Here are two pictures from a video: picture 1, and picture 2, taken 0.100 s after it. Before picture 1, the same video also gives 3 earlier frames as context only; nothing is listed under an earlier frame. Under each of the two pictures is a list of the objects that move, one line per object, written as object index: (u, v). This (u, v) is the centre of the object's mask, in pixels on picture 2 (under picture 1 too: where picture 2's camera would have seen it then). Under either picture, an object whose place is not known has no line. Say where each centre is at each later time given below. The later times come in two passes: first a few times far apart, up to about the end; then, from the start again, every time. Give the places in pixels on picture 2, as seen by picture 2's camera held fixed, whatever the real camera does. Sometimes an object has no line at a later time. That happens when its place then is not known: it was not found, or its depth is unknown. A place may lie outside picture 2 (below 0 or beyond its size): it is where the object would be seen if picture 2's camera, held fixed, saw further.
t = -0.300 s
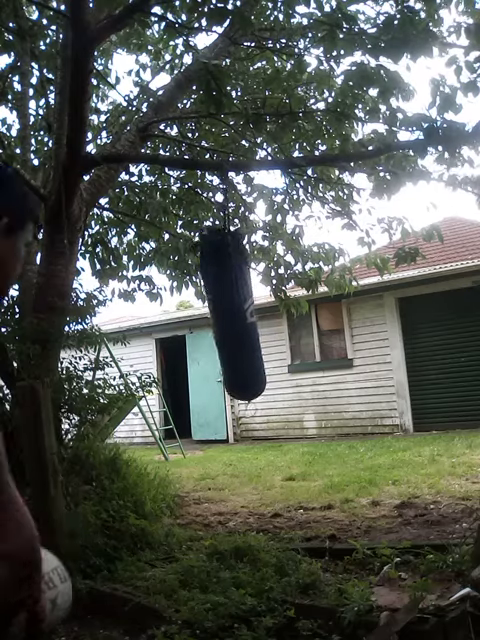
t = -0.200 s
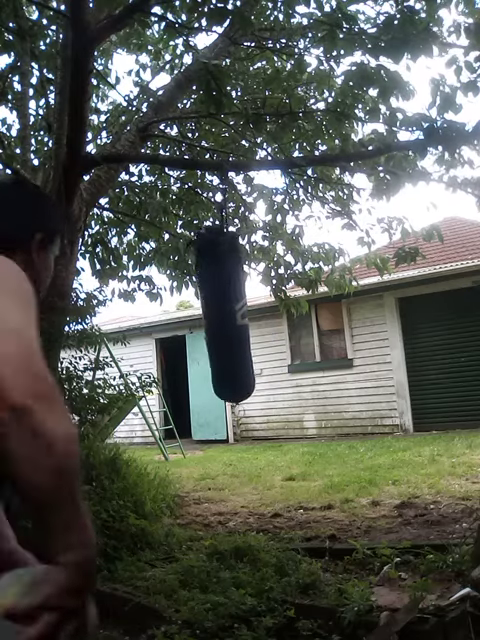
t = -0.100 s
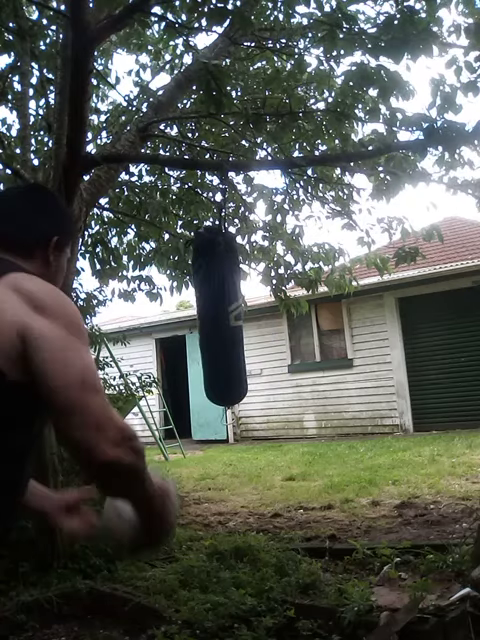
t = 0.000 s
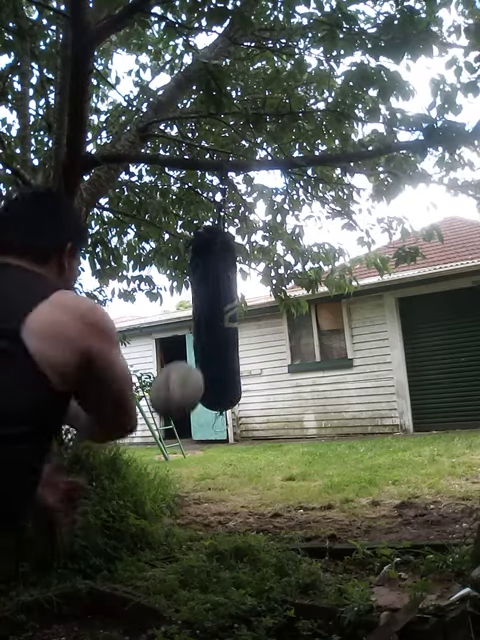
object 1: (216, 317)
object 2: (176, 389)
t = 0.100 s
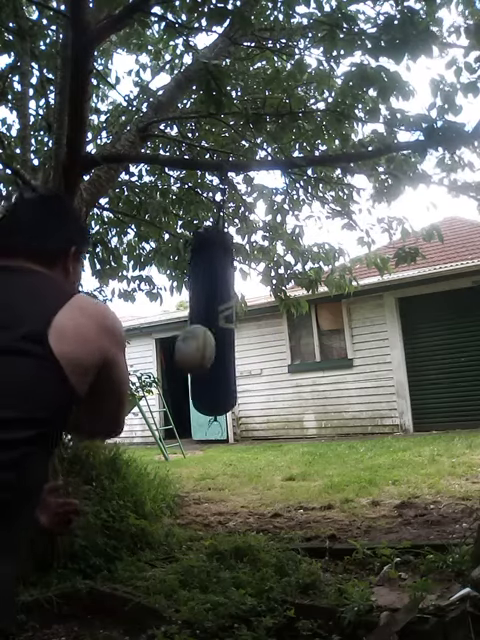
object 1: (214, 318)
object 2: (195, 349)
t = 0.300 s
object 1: (209, 326)
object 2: (222, 353)
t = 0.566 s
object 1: (219, 329)
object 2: (285, 530)
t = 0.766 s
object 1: (233, 321)
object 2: (315, 465)
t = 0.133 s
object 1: (213, 320)
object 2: (200, 344)
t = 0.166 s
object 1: (212, 321)
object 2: (204, 343)
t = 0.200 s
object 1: (210, 326)
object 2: (208, 340)
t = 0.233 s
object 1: (210, 327)
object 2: (213, 341)
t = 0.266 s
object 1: (209, 325)
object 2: (216, 346)
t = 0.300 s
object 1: (209, 326)
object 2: (222, 353)
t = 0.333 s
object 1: (209, 327)
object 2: (227, 365)
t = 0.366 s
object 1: (209, 325)
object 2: (233, 380)
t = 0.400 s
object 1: (210, 326)
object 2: (241, 396)
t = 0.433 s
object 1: (213, 331)
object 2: (250, 417)
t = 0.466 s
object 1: (214, 331)
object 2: (256, 438)
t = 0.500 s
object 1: (216, 331)
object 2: (266, 466)
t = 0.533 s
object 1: (217, 330)
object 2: (274, 494)
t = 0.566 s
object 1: (219, 329)
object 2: (285, 530)
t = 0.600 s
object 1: (221, 329)
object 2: (299, 570)
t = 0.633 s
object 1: (223, 327)
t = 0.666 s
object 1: (226, 325)
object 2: (305, 528)
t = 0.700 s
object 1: (228, 324)
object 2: (309, 505)
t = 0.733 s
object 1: (231, 323)
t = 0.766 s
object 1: (233, 321)
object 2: (315, 465)
